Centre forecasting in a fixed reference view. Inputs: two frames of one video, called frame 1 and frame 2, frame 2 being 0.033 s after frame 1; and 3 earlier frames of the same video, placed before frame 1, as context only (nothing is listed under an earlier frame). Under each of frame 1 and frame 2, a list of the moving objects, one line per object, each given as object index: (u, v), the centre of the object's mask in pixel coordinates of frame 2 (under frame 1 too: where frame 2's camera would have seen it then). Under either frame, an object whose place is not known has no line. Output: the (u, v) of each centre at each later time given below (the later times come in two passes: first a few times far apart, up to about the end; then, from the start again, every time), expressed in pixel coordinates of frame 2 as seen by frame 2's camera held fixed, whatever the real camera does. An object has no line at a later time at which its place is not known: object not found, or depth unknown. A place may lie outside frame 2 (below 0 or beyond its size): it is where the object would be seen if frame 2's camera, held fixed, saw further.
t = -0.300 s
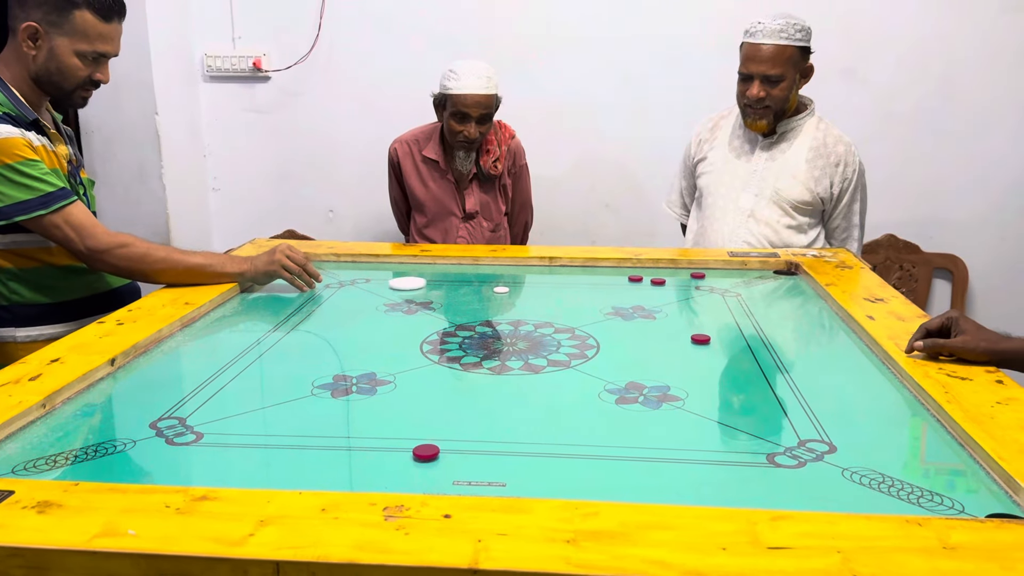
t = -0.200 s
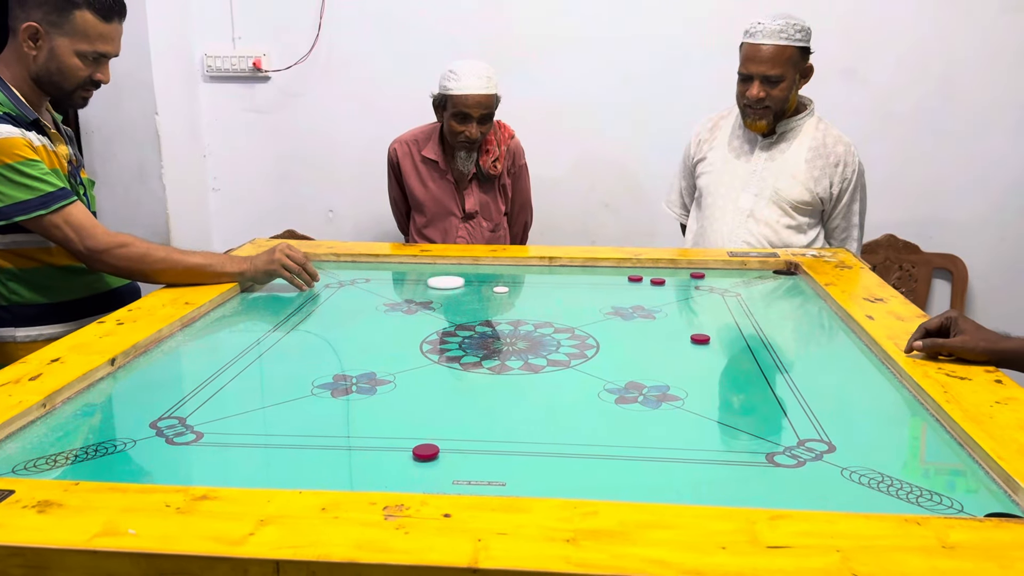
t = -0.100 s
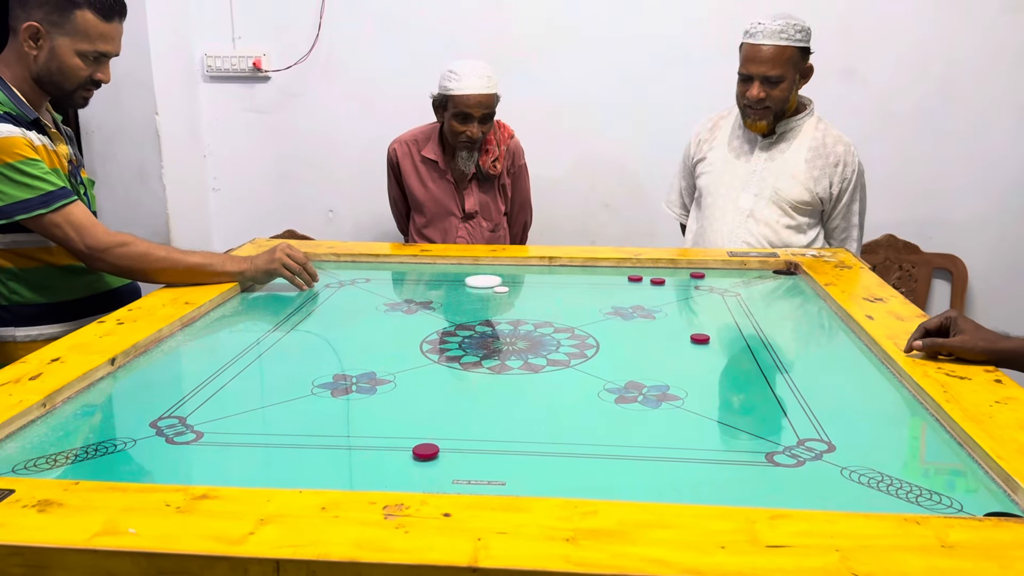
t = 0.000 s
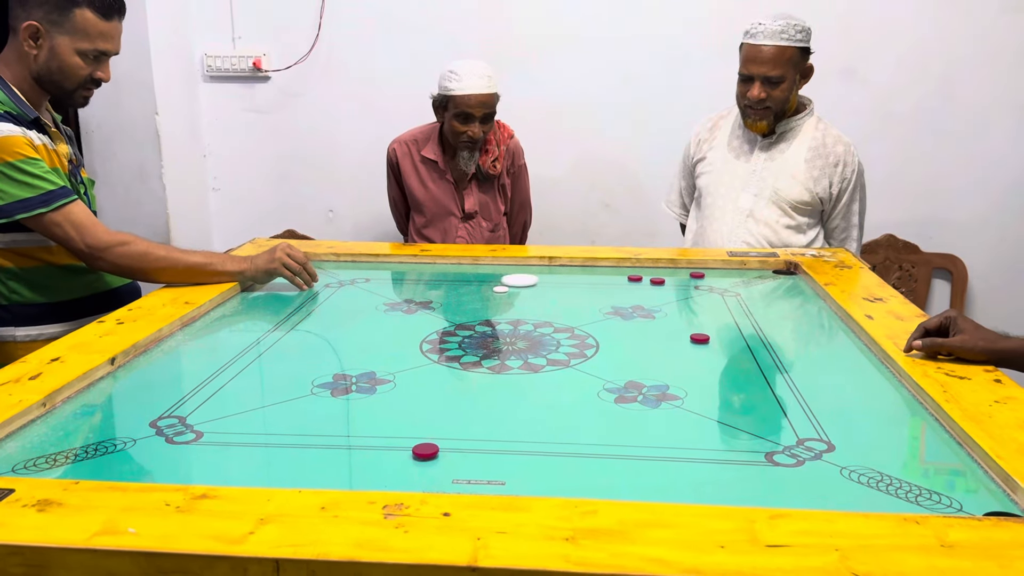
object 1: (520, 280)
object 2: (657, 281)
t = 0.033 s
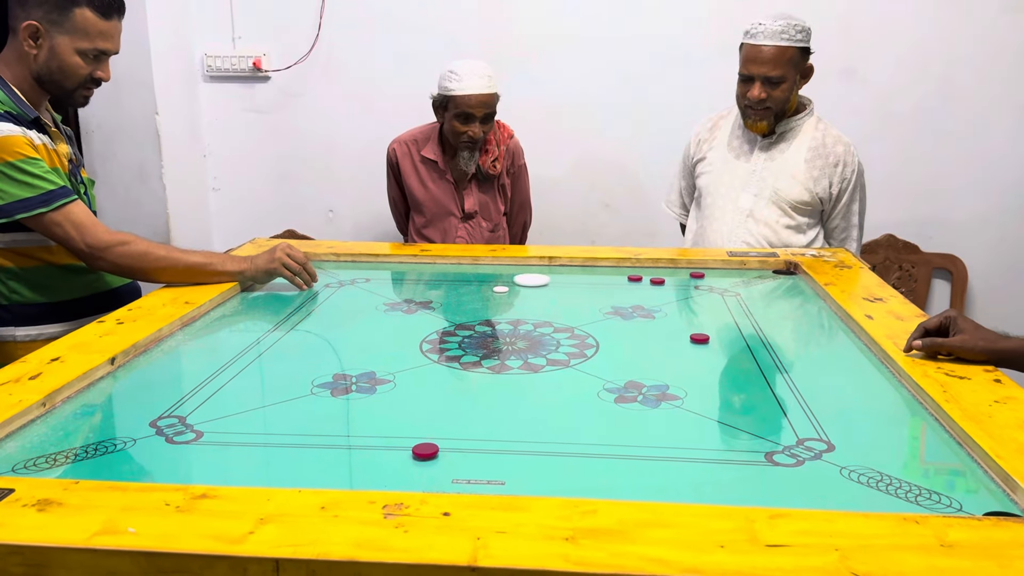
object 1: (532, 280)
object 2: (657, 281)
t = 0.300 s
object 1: (621, 278)
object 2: (657, 280)
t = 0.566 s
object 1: (681, 276)
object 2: (762, 287)
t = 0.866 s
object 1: (735, 275)
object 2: (743, 291)
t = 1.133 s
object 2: (664, 290)
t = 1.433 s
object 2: (584, 290)
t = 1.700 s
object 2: (519, 291)
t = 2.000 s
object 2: (507, 294)
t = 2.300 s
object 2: (501, 296)
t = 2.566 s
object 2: (499, 296)
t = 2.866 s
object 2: (499, 297)
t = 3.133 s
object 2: (499, 297)
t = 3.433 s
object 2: (499, 296)
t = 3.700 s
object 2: (498, 297)
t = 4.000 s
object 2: (498, 297)
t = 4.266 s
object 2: (498, 297)
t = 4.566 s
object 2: (497, 297)
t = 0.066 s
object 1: (543, 280)
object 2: (657, 281)
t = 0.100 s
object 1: (555, 279)
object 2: (657, 281)
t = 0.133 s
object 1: (567, 279)
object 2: (657, 281)
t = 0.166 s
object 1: (578, 279)
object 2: (657, 281)
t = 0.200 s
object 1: (590, 278)
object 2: (657, 281)
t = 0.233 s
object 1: (601, 278)
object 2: (657, 281)
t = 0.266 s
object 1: (612, 278)
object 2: (657, 281)
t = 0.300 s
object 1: (621, 278)
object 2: (657, 280)
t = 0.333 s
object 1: (630, 278)
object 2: (657, 281)
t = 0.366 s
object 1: (638, 277)
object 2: (669, 282)
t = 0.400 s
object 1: (646, 277)
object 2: (685, 283)
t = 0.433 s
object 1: (654, 277)
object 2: (700, 285)
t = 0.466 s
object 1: (661, 277)
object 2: (716, 285)
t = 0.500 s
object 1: (668, 276)
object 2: (731, 286)
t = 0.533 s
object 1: (675, 276)
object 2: (747, 286)
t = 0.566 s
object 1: (681, 276)
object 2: (762, 287)
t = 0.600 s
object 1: (687, 276)
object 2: (778, 288)
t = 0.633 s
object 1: (694, 276)
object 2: (794, 289)
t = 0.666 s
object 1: (700, 276)
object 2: (807, 290)
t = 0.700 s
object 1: (706, 276)
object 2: (796, 290)
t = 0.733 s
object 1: (712, 276)
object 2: (786, 290)
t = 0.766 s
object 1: (718, 276)
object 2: (775, 290)
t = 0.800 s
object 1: (724, 276)
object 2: (764, 290)
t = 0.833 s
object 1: (729, 275)
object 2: (753, 291)
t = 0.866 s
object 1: (735, 275)
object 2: (743, 291)
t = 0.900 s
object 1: (740, 275)
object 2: (732, 291)
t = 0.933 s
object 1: (745, 275)
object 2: (723, 291)
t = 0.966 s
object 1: (751, 275)
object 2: (713, 290)
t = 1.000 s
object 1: (756, 275)
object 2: (702, 290)
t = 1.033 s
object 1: (761, 275)
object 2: (693, 290)
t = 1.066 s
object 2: (683, 290)
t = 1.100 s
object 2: (673, 290)
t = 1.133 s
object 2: (664, 290)
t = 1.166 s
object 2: (655, 290)
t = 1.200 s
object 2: (646, 290)
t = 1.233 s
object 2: (636, 290)
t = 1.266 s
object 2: (627, 290)
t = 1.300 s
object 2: (618, 290)
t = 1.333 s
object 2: (609, 290)
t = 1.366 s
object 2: (601, 290)
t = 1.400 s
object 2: (592, 290)
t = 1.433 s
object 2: (584, 290)
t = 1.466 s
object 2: (576, 290)
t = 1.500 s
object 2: (567, 290)
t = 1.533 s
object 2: (559, 291)
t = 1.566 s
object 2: (551, 291)
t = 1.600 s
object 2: (543, 291)
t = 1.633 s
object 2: (535, 291)
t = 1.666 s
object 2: (527, 291)
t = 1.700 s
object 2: (519, 291)
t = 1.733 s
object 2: (515, 291)
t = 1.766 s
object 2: (514, 292)
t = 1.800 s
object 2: (513, 292)
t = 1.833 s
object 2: (512, 292)
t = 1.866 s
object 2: (511, 293)
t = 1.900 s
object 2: (509, 293)
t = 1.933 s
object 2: (509, 293)
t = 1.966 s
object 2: (508, 294)
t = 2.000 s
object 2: (507, 294)
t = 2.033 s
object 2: (506, 294)
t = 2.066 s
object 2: (505, 294)
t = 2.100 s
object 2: (505, 295)
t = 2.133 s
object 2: (504, 295)
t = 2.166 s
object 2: (503, 295)
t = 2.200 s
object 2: (503, 295)
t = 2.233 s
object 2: (502, 295)
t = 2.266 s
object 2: (501, 295)
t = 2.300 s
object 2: (501, 296)
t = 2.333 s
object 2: (501, 296)
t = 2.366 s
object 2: (500, 296)
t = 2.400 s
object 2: (500, 296)
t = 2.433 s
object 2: (500, 296)
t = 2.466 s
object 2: (499, 296)
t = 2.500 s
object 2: (499, 296)
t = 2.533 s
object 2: (499, 296)
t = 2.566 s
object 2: (499, 296)
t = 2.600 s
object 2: (499, 297)
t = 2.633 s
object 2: (499, 297)
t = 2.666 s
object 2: (499, 297)
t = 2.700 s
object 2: (499, 297)
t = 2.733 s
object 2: (499, 297)
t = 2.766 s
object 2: (499, 297)
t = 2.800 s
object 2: (499, 297)
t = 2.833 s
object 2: (499, 297)
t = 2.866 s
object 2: (499, 297)
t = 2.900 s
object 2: (499, 297)
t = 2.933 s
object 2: (499, 297)
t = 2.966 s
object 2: (499, 297)
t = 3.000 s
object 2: (499, 296)
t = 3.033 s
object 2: (499, 296)
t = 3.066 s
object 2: (499, 296)
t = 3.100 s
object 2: (499, 296)
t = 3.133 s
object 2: (499, 297)
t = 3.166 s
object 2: (499, 297)
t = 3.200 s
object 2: (499, 297)
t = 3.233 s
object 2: (499, 297)
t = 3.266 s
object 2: (499, 297)
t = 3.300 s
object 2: (499, 297)
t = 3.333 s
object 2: (499, 297)
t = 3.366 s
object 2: (499, 297)
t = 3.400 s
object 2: (499, 297)
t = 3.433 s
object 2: (499, 296)
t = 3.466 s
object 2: (499, 296)
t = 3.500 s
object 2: (499, 297)
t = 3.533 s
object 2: (499, 297)
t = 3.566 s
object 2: (499, 297)
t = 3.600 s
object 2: (498, 297)
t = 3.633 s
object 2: (499, 297)
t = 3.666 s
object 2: (498, 297)
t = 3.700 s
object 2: (498, 297)
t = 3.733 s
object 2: (498, 297)
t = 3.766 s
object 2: (498, 297)
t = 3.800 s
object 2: (498, 297)
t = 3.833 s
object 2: (498, 297)
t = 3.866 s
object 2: (498, 297)
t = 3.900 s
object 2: (498, 297)
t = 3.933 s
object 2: (498, 297)
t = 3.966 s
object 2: (498, 297)
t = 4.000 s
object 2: (498, 297)
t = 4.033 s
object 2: (498, 297)
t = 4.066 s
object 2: (498, 297)
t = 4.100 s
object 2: (498, 297)
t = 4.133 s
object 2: (498, 297)
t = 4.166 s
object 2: (498, 297)
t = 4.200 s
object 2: (498, 297)
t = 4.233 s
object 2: (498, 297)
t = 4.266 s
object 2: (498, 297)
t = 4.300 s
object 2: (498, 297)
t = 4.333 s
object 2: (498, 297)
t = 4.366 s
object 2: (498, 297)
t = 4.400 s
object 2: (498, 297)
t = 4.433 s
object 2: (497, 297)
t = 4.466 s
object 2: (497, 297)
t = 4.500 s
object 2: (497, 297)
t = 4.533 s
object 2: (497, 297)
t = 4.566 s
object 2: (497, 297)
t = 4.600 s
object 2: (497, 298)
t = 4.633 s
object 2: (497, 298)
